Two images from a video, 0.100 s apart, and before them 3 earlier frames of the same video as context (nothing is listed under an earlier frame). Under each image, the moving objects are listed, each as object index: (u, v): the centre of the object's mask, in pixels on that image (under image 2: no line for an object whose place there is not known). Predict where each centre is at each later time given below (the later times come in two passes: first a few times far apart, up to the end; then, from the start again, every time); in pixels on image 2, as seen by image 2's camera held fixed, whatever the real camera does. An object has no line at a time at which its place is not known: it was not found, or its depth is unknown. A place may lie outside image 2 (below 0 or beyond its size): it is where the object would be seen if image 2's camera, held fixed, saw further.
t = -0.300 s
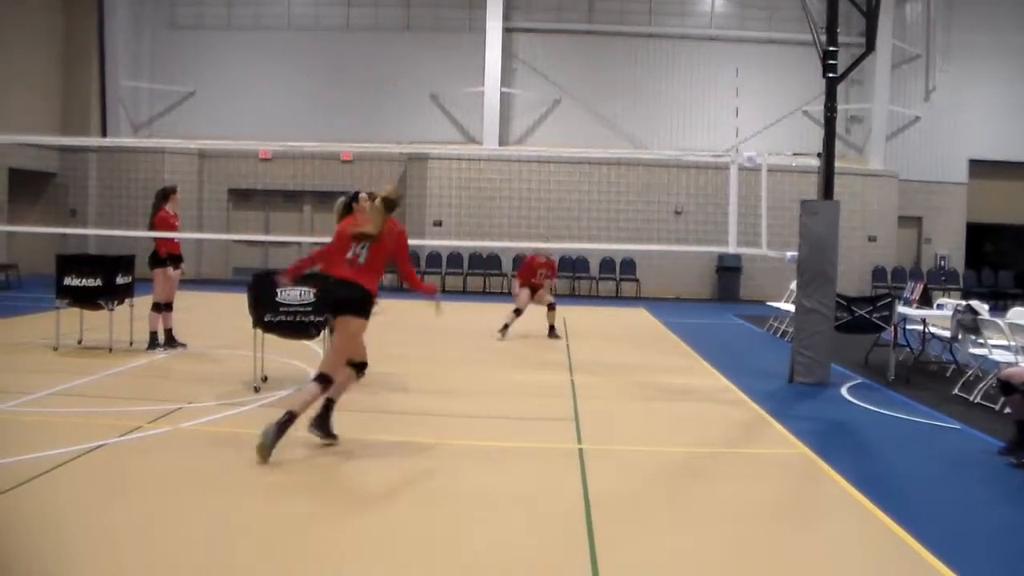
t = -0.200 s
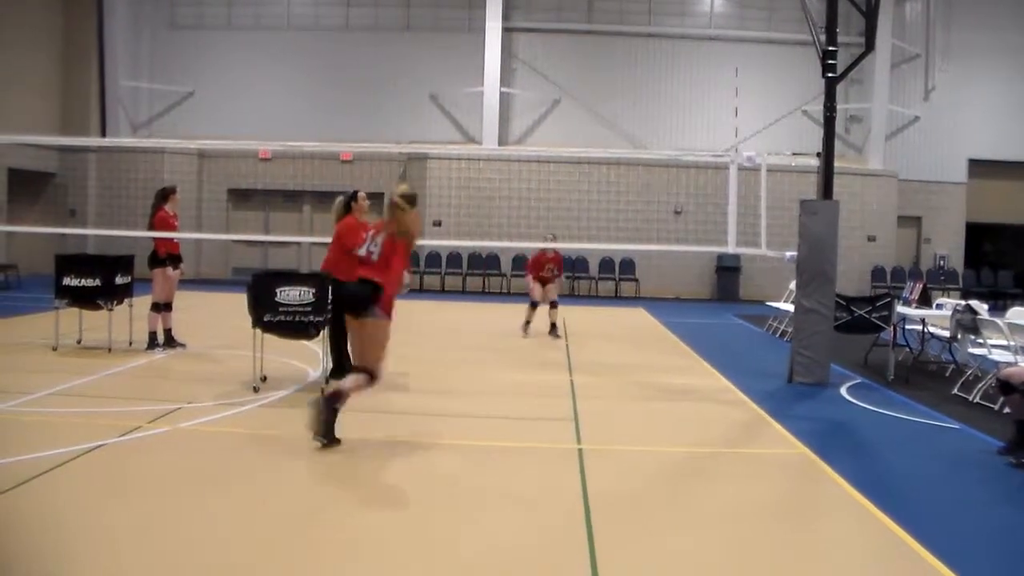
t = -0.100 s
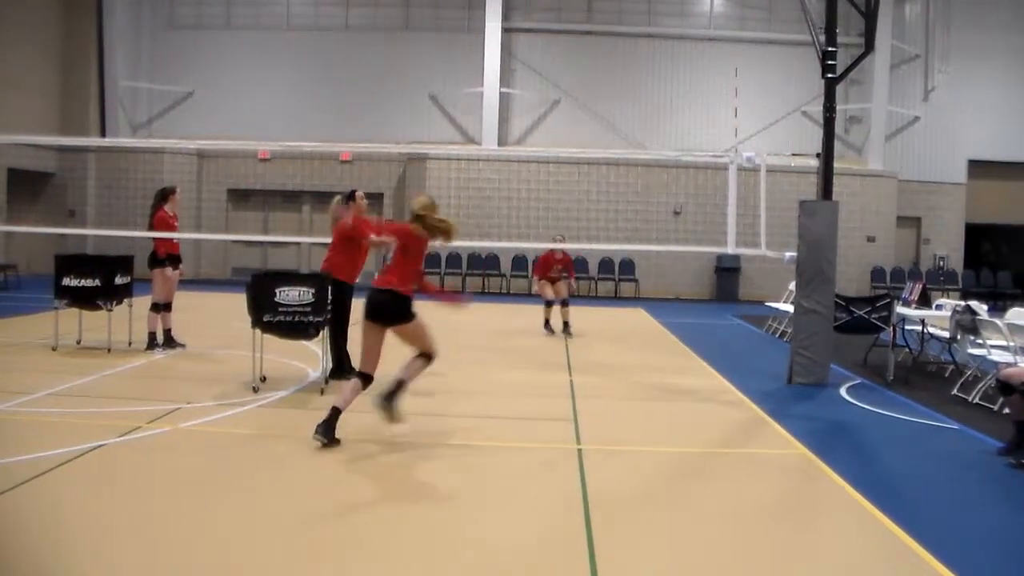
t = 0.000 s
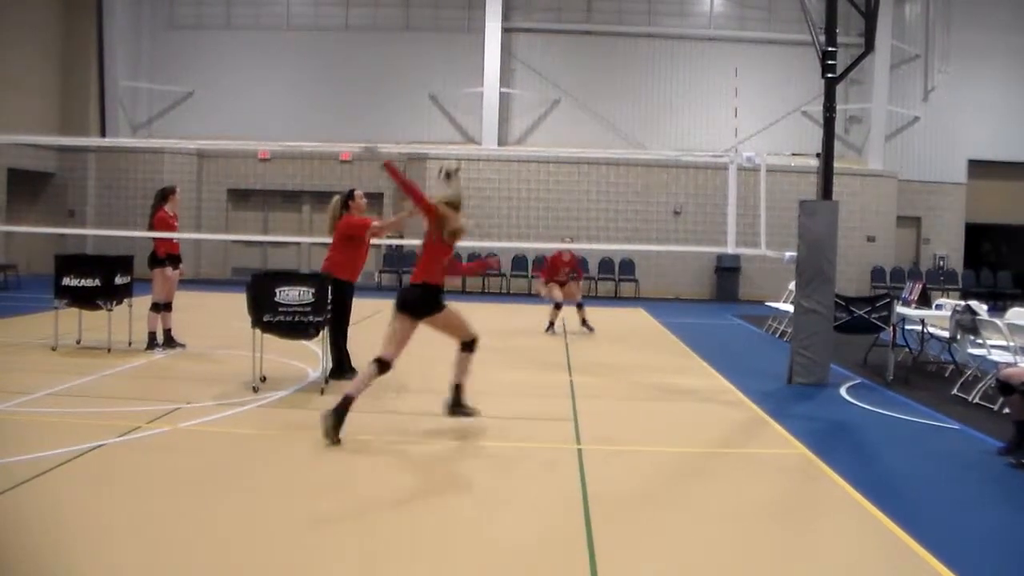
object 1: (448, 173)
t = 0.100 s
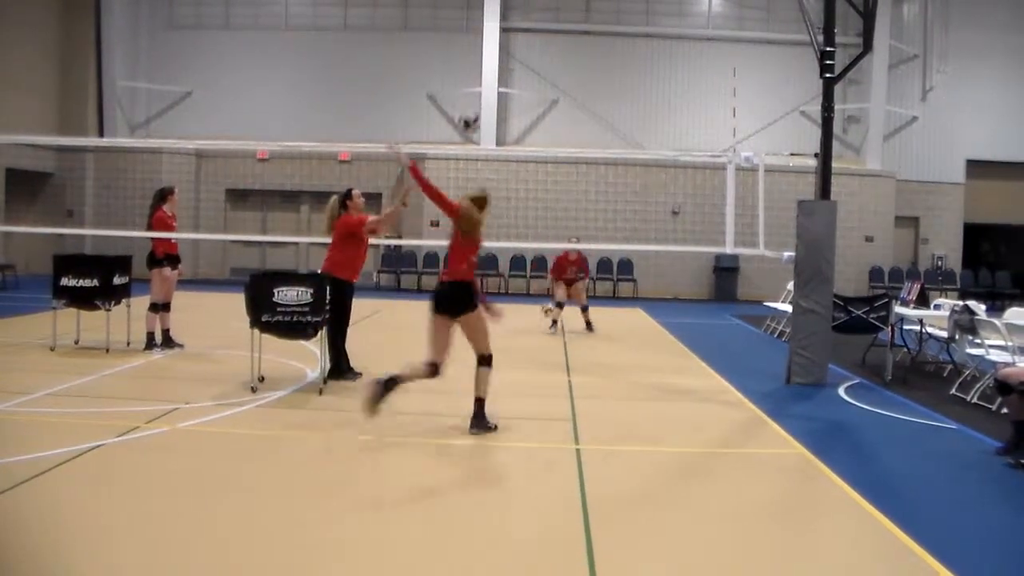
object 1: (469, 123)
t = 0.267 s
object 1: (504, 61)
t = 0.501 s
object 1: (550, 26)
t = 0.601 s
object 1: (568, 28)
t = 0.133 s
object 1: (476, 108)
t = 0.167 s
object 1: (483, 95)
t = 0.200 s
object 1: (490, 83)
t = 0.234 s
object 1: (497, 72)
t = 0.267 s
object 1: (504, 61)
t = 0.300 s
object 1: (511, 53)
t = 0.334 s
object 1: (518, 46)
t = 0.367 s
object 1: (524, 39)
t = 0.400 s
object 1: (530, 35)
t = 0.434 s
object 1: (537, 30)
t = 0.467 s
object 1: (543, 28)
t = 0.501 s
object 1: (550, 26)
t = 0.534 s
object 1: (555, 26)
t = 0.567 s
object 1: (562, 26)
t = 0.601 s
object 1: (568, 28)
